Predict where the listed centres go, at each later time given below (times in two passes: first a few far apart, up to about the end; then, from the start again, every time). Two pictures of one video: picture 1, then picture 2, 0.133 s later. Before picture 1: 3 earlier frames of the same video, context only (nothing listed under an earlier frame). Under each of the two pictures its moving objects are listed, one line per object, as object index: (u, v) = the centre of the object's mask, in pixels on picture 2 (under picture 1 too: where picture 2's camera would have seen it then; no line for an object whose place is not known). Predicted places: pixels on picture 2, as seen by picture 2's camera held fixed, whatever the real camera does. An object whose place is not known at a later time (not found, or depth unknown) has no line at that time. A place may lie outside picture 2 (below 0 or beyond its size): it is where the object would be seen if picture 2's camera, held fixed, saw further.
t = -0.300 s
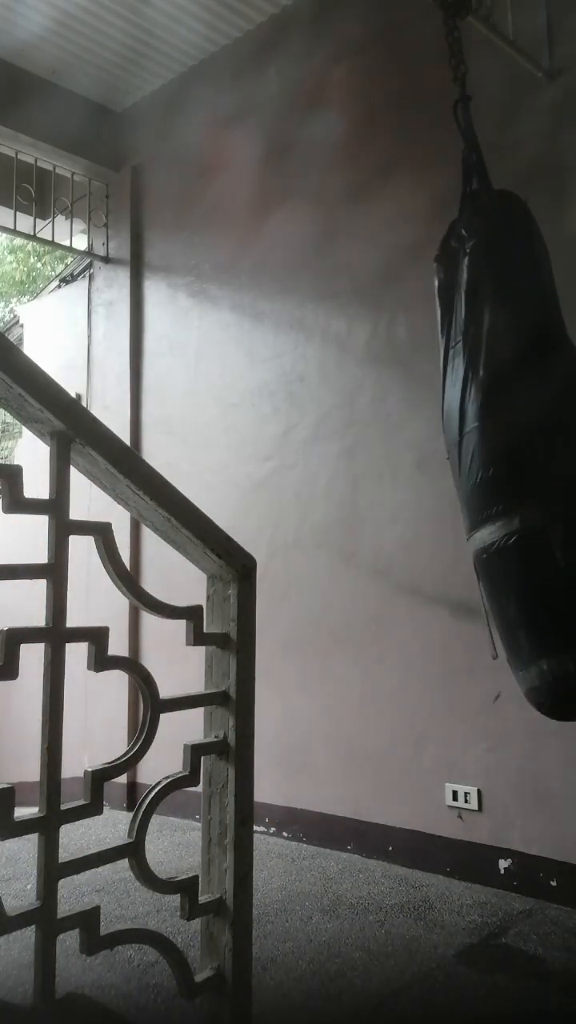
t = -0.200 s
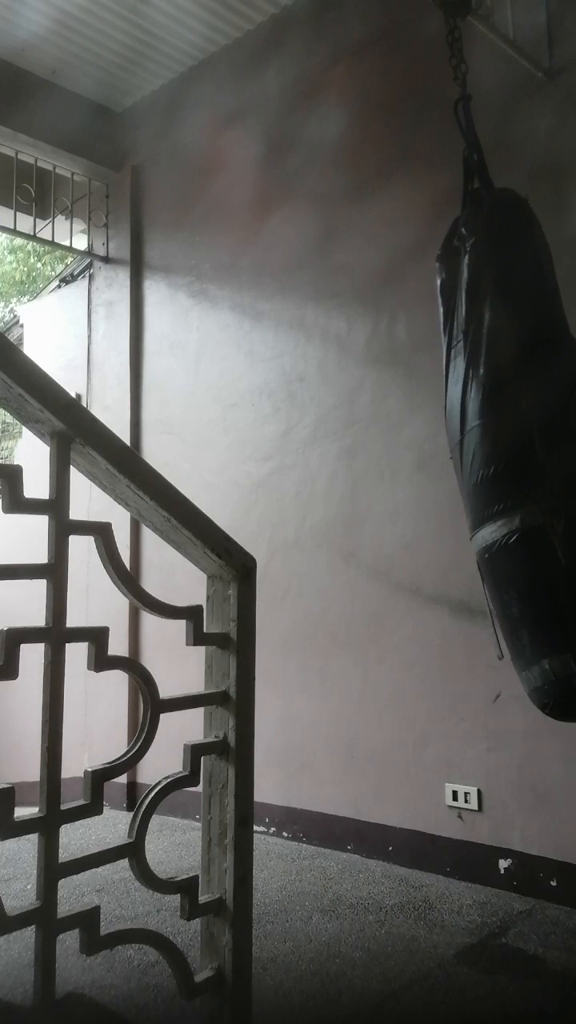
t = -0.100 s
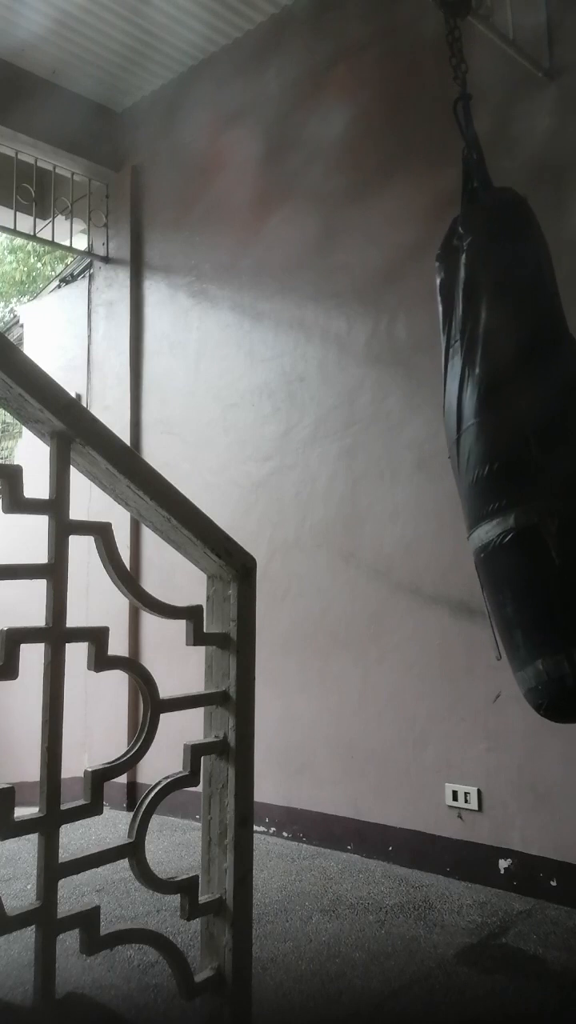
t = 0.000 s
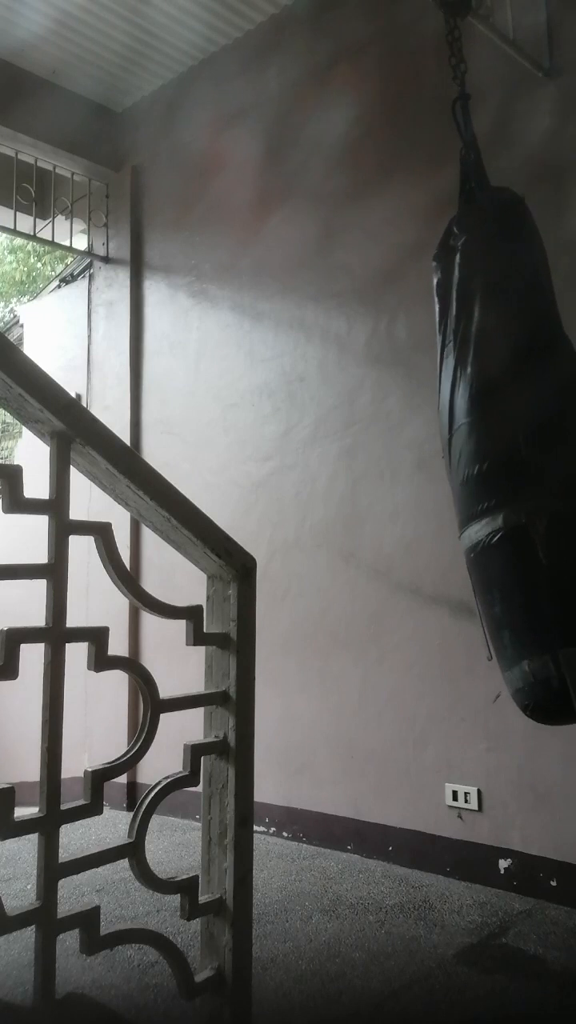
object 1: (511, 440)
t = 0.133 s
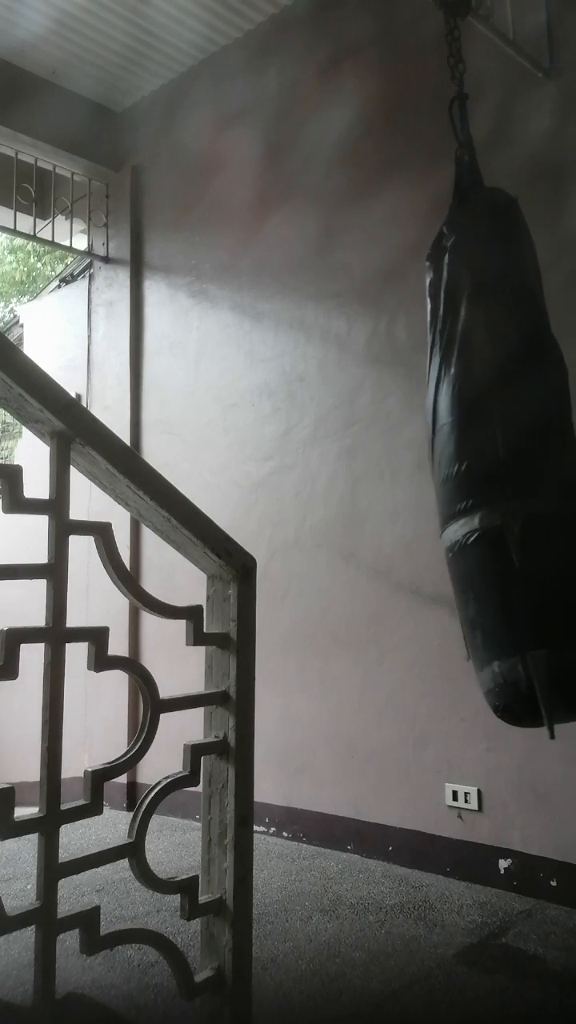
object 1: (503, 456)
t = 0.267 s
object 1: (489, 476)
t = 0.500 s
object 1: (443, 482)
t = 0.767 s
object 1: (400, 474)
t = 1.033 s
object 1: (385, 469)
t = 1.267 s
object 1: (397, 478)
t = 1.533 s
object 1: (436, 475)
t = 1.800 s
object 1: (486, 477)
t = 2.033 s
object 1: (508, 454)
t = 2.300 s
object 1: (515, 451)
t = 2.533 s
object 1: (505, 459)
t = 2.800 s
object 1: (471, 478)
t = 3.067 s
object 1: (422, 475)
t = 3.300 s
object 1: (394, 471)
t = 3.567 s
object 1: (391, 469)
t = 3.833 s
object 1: (416, 471)
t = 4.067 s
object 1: (454, 474)
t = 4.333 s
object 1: (498, 469)
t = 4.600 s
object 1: (513, 447)
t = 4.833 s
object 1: (512, 447)
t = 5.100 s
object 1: (495, 472)
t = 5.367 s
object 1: (448, 478)
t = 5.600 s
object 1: (410, 475)
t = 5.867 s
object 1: (389, 470)
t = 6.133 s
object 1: (398, 470)
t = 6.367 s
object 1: (427, 473)
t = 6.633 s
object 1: (472, 477)
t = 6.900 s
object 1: (504, 457)
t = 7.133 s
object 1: (512, 441)
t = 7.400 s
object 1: (506, 456)
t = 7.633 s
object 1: (484, 479)
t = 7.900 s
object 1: (434, 479)
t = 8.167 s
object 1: (400, 475)
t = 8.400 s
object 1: (393, 472)
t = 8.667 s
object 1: (411, 473)
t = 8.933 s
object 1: (450, 474)
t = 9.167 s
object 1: (488, 472)
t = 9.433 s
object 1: (508, 447)
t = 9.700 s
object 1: (509, 441)
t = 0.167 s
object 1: (500, 460)
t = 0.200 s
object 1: (497, 465)
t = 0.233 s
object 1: (493, 472)
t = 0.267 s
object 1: (489, 476)
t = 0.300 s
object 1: (484, 479)
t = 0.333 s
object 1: (477, 481)
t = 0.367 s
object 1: (471, 481)
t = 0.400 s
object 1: (464, 481)
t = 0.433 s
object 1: (457, 482)
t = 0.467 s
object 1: (450, 482)
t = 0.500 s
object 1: (443, 482)
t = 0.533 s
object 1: (436, 482)
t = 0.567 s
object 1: (430, 478)
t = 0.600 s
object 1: (424, 481)
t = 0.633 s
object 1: (419, 477)
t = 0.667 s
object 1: (413, 480)
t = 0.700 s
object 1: (408, 475)
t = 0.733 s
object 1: (404, 474)
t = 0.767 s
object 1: (400, 474)
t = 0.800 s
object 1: (396, 477)
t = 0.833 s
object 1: (393, 472)
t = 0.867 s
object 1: (390, 471)
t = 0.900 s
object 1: (388, 471)
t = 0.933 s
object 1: (386, 475)
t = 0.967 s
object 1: (386, 470)
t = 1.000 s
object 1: (385, 469)
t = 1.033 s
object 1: (385, 469)
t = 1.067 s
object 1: (385, 469)
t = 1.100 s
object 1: (386, 475)
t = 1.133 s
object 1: (388, 469)
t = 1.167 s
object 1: (389, 475)
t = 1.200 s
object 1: (392, 470)
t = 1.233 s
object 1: (395, 470)
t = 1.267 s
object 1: (397, 478)
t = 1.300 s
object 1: (401, 471)
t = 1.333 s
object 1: (405, 472)
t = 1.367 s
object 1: (410, 472)
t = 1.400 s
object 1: (415, 472)
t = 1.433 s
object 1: (420, 473)
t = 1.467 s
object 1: (425, 474)
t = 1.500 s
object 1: (430, 475)
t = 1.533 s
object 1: (436, 475)
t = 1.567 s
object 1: (442, 475)
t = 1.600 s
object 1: (449, 476)
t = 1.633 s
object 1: (455, 476)
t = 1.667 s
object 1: (461, 477)
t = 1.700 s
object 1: (468, 477)
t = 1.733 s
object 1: (474, 477)
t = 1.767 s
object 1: (480, 477)
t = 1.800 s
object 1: (486, 477)
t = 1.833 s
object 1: (490, 475)
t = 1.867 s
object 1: (494, 471)
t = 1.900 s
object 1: (498, 468)
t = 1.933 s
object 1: (501, 464)
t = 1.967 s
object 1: (503, 461)
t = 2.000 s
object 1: (506, 458)
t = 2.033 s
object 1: (508, 454)
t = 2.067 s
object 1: (509, 451)
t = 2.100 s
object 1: (511, 448)
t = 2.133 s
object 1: (512, 446)
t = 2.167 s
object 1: (513, 444)
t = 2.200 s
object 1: (513, 443)
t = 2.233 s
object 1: (514, 442)
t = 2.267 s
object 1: (514, 442)
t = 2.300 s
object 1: (515, 451)
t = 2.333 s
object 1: (513, 443)
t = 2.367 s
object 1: (513, 445)
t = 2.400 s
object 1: (512, 447)
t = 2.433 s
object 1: (510, 449)
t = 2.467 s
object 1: (509, 452)
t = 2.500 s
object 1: (507, 455)
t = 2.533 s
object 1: (505, 459)
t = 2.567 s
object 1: (503, 462)
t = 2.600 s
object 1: (500, 466)
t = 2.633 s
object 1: (497, 470)
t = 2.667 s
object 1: (494, 474)
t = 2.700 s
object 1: (489, 477)
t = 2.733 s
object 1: (484, 478)
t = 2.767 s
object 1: (477, 478)
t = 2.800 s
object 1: (471, 478)
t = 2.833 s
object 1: (464, 478)
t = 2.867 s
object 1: (458, 478)
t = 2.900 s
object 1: (452, 478)
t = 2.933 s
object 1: (445, 477)
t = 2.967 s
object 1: (439, 477)
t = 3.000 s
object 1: (433, 477)
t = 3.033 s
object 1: (427, 476)
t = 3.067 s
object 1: (422, 475)
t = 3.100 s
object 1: (417, 475)
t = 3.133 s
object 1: (412, 474)
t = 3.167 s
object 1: (407, 473)
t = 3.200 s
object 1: (404, 473)
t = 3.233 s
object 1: (400, 472)
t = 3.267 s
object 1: (397, 472)
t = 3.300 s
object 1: (394, 471)
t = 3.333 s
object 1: (392, 470)
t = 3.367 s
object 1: (391, 470)
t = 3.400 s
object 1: (389, 469)
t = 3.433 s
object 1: (389, 469)
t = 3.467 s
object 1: (389, 469)
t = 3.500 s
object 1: (389, 469)
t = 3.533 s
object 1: (390, 469)
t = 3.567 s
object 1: (391, 469)
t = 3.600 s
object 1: (393, 469)
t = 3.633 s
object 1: (395, 469)
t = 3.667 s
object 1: (397, 469)
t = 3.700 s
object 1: (400, 470)
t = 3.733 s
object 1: (404, 470)
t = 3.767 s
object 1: (407, 470)
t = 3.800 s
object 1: (412, 470)
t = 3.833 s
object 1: (416, 471)
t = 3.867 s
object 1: (421, 472)
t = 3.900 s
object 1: (426, 473)
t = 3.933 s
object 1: (431, 472)
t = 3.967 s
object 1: (437, 473)
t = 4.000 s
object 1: (443, 474)
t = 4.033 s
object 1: (448, 474)
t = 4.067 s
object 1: (454, 474)
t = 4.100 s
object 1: (460, 475)
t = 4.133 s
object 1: (466, 475)
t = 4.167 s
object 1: (473, 475)
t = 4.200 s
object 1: (479, 475)
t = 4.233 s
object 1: (484, 476)
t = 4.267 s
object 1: (490, 476)
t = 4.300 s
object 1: (494, 473)
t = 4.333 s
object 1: (498, 469)
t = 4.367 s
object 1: (501, 466)
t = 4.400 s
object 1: (503, 463)
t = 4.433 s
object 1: (506, 460)
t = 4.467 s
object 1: (508, 457)
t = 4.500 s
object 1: (509, 454)
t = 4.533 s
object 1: (510, 450)
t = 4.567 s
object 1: (512, 448)
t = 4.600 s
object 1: (513, 447)
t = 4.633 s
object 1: (513, 445)
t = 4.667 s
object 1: (514, 444)
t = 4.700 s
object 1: (514, 444)
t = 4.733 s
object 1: (514, 444)
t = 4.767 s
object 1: (513, 444)
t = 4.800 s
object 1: (513, 446)
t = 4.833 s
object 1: (512, 447)
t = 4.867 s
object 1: (511, 449)
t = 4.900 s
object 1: (510, 452)
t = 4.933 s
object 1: (508, 455)
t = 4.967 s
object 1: (506, 458)
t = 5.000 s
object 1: (504, 462)
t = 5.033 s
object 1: (501, 465)
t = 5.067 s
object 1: (498, 469)
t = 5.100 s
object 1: (495, 472)
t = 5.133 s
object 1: (491, 476)
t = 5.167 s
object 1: (486, 479)
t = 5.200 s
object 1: (480, 479)
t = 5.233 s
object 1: (474, 479)
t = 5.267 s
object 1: (468, 479)
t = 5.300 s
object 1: (461, 479)
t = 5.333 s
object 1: (455, 479)
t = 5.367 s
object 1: (448, 478)
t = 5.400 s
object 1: (442, 478)
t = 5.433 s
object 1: (436, 477)
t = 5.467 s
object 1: (430, 477)
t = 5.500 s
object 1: (424, 476)
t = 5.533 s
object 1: (419, 476)
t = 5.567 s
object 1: (414, 475)
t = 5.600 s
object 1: (410, 475)
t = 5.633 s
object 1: (406, 474)
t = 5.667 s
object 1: (402, 473)
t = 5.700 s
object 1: (398, 473)
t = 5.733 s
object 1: (395, 472)
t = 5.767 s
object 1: (393, 471)
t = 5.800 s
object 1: (391, 471)
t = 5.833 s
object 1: (390, 470)
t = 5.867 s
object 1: (389, 470)
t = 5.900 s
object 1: (389, 470)
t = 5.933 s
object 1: (389, 470)
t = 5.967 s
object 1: (389, 469)
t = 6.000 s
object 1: (390, 469)
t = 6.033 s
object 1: (391, 470)
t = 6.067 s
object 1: (393, 470)
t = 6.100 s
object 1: (395, 470)
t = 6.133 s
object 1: (398, 470)
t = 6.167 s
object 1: (401, 471)
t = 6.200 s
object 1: (405, 471)
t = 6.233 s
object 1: (408, 471)
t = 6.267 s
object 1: (413, 472)
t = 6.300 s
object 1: (417, 472)
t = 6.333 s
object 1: (422, 473)
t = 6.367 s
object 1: (427, 473)
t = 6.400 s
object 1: (432, 474)
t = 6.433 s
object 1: (437, 475)
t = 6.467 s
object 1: (443, 475)
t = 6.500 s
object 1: (449, 476)
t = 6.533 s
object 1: (455, 476)
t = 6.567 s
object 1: (461, 476)
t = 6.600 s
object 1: (467, 477)
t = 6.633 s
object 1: (472, 477)
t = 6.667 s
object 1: (478, 477)
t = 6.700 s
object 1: (484, 477)
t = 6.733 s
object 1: (489, 475)
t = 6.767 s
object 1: (493, 472)
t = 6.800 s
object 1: (496, 468)
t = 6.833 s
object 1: (499, 464)
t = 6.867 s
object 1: (502, 461)
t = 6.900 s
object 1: (504, 457)
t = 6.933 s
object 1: (506, 453)
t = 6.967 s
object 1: (508, 450)
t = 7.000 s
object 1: (509, 447)
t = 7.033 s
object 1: (510, 445)
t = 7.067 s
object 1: (511, 443)
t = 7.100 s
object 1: (511, 442)
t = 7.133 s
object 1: (512, 441)
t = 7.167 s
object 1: (512, 442)
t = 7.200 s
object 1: (512, 440)
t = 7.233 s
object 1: (511, 441)
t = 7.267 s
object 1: (511, 442)
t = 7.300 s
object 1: (510, 446)
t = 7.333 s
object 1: (509, 447)
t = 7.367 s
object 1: (507, 451)
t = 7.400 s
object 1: (506, 456)
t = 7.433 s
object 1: (504, 459)
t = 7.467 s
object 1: (502, 462)
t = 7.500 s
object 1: (499, 466)
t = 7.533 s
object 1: (496, 470)
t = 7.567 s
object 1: (492, 473)
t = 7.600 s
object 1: (488, 477)
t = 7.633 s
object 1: (484, 479)
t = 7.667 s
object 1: (478, 480)
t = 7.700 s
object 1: (472, 480)
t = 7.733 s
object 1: (465, 480)
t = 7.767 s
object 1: (459, 479)
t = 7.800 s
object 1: (453, 479)
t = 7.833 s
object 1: (447, 479)
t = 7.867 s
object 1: (441, 478)
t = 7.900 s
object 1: (434, 479)
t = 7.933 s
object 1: (429, 479)
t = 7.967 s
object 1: (424, 478)
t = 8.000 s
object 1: (419, 477)
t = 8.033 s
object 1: (415, 477)
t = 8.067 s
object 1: (410, 476)
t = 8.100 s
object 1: (407, 475)
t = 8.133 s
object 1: (403, 475)
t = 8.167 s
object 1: (400, 475)
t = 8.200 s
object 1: (398, 474)
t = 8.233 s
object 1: (395, 474)
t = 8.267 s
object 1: (394, 473)
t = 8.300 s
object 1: (393, 473)
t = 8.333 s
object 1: (392, 473)
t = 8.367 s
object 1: (392, 472)
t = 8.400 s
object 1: (393, 472)
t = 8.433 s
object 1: (393, 472)
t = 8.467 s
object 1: (395, 473)
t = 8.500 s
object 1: (396, 472)
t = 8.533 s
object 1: (399, 472)
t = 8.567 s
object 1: (401, 472)
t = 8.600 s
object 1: (404, 472)
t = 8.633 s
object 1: (407, 473)
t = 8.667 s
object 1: (411, 473)
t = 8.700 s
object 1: (415, 473)
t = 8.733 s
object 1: (419, 473)
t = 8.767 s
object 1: (424, 473)
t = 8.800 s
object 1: (429, 474)
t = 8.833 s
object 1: (434, 474)
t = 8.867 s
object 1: (439, 474)
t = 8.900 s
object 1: (444, 474)
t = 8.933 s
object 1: (450, 474)
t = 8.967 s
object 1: (456, 474)
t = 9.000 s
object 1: (461, 474)
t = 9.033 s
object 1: (467, 478)
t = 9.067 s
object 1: (473, 478)
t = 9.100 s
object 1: (479, 479)
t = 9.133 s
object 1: (484, 473)
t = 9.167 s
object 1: (488, 472)
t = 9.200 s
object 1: (492, 469)
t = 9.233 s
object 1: (495, 466)
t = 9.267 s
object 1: (498, 463)
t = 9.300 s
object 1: (501, 459)
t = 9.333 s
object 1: (503, 455)
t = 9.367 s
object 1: (505, 453)
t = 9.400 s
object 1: (507, 455)
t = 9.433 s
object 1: (508, 447)
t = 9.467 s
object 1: (509, 445)
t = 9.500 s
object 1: (509, 443)
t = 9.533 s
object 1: (510, 441)
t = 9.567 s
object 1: (510, 441)
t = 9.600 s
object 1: (510, 440)
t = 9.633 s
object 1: (510, 440)
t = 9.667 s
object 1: (510, 441)
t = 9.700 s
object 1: (509, 441)
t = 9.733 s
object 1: (509, 442)
